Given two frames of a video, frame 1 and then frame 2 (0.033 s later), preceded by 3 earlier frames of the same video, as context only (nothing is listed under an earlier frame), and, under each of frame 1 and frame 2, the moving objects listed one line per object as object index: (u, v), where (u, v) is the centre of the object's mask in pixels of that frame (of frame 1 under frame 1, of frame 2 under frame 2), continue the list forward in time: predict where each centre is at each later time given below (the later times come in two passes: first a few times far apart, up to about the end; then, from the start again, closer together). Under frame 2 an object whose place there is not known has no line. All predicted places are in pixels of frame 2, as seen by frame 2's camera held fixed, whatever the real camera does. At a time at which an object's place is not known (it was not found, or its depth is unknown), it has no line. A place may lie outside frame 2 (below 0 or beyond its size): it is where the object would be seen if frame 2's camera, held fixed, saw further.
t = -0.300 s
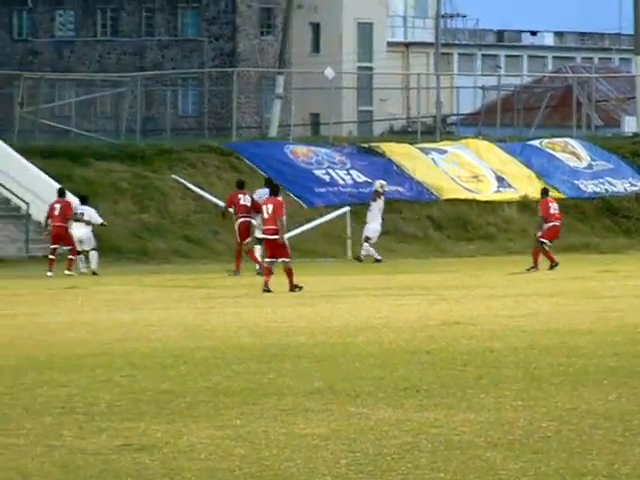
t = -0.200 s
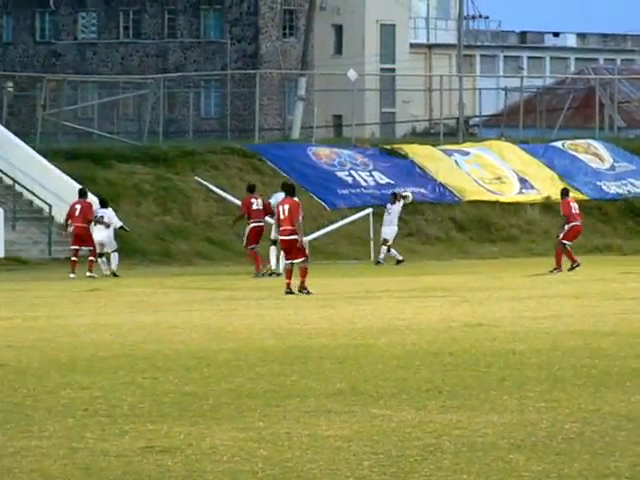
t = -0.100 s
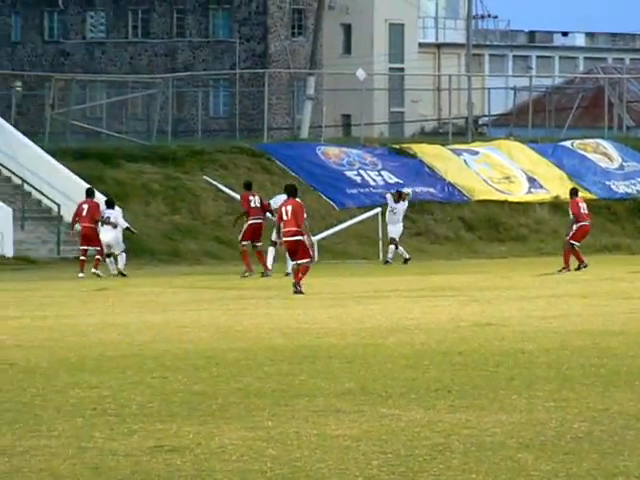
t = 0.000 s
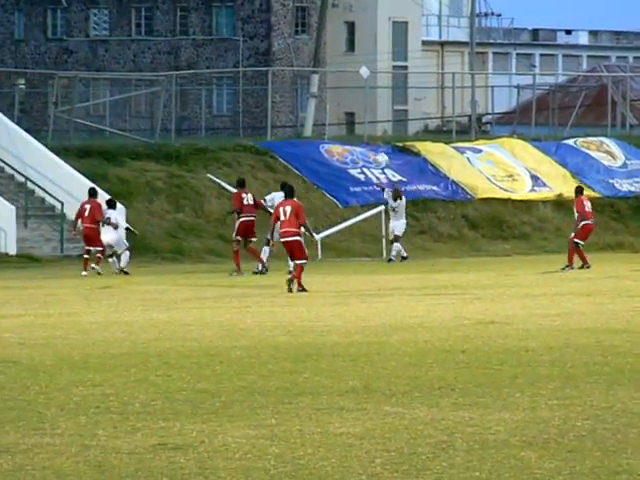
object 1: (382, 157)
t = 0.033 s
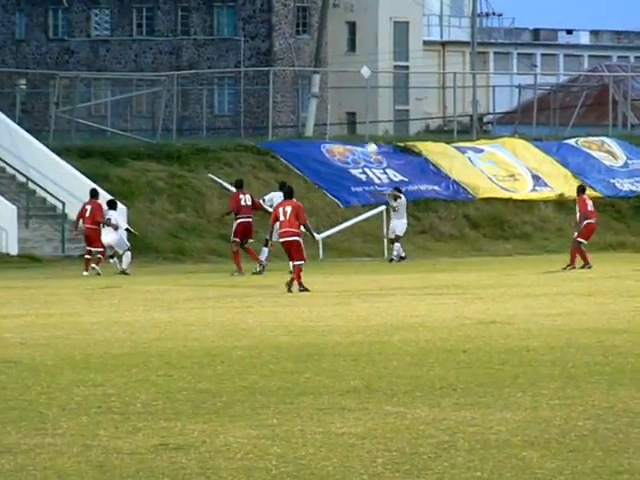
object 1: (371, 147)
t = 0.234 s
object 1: (303, 100)
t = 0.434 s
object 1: (238, 71)
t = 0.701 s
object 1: (155, 62)
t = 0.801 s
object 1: (124, 67)
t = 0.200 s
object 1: (314, 106)
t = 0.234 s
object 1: (303, 100)
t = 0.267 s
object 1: (293, 94)
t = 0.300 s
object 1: (281, 88)
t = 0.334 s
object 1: (270, 83)
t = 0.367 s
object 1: (259, 79)
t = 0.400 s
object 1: (249, 75)
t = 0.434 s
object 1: (238, 71)
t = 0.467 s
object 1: (227, 68)
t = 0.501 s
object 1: (218, 65)
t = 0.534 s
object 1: (211, 62)
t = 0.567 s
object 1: (200, 62)
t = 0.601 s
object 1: (186, 61)
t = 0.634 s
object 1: (176, 61)
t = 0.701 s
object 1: (155, 62)
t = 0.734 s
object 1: (144, 63)
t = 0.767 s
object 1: (134, 65)
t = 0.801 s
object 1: (124, 67)
